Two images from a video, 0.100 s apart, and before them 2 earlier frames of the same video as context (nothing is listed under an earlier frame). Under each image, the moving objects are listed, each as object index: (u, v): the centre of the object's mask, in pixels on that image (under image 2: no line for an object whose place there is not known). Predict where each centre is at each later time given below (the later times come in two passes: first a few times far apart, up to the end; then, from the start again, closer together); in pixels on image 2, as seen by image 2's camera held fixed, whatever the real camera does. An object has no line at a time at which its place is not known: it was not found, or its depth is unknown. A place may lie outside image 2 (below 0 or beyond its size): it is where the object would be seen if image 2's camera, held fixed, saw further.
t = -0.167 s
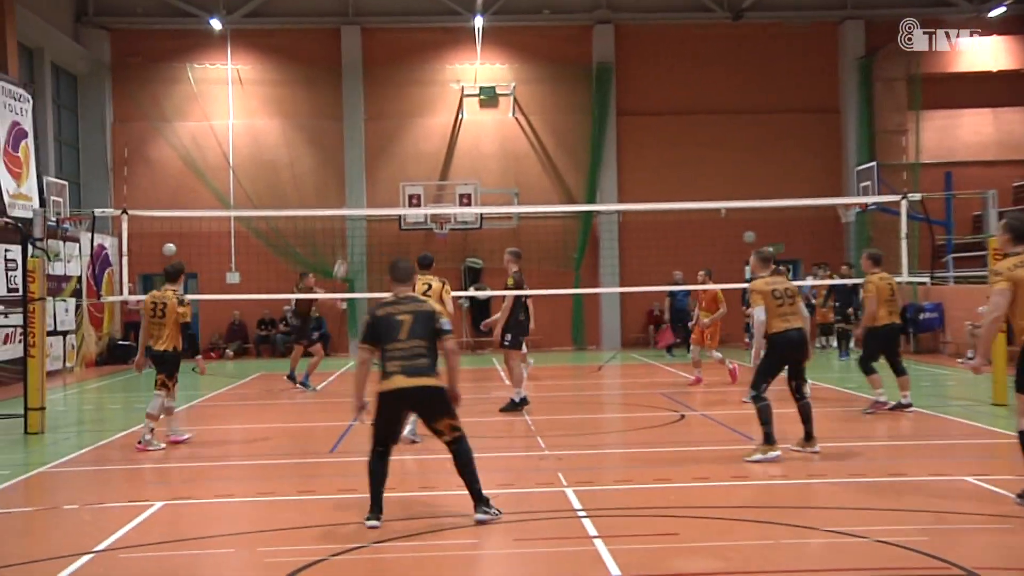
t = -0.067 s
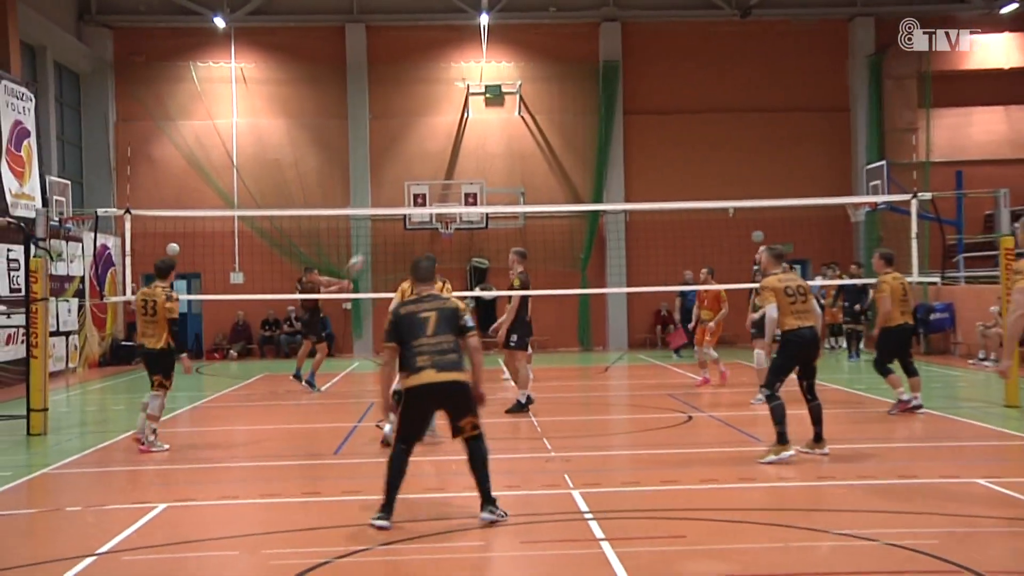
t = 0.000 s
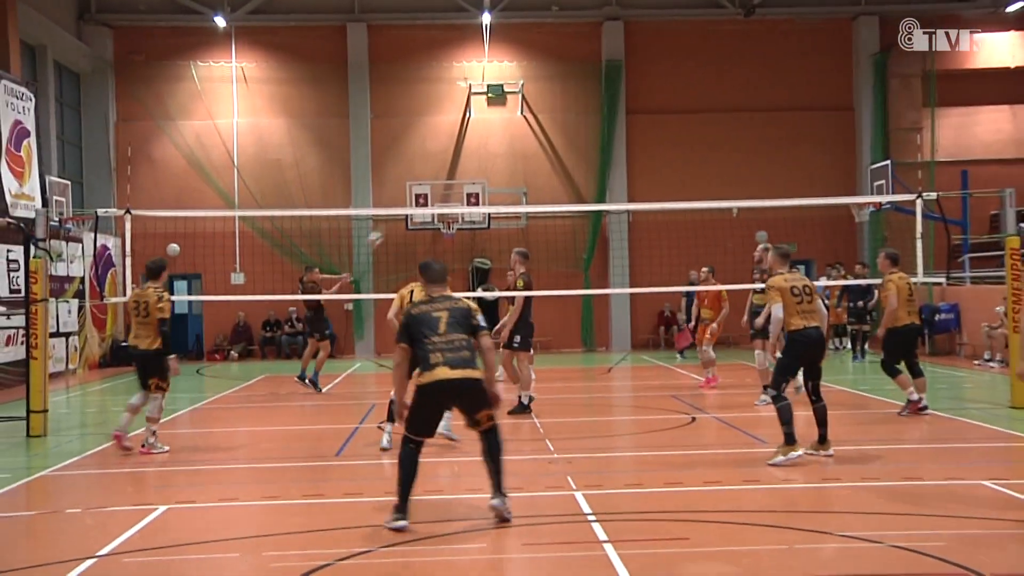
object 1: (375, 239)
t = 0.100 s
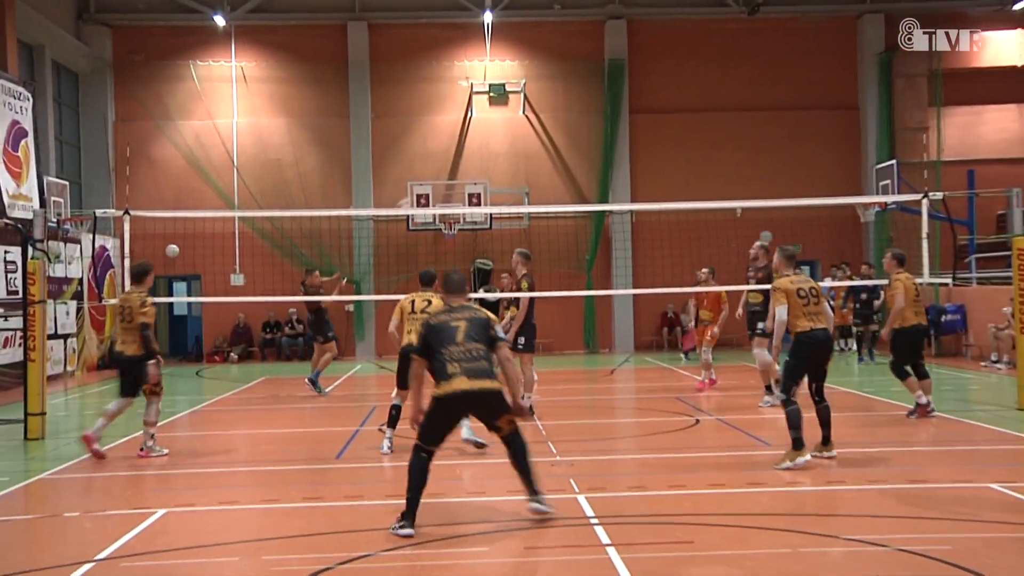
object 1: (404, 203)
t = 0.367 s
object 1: (490, 145)
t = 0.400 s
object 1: (500, 142)
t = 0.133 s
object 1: (415, 193)
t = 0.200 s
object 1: (436, 176)
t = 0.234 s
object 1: (448, 169)
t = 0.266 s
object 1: (458, 161)
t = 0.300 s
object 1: (467, 157)
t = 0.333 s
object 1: (479, 150)
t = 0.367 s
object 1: (490, 145)
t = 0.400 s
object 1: (500, 142)
